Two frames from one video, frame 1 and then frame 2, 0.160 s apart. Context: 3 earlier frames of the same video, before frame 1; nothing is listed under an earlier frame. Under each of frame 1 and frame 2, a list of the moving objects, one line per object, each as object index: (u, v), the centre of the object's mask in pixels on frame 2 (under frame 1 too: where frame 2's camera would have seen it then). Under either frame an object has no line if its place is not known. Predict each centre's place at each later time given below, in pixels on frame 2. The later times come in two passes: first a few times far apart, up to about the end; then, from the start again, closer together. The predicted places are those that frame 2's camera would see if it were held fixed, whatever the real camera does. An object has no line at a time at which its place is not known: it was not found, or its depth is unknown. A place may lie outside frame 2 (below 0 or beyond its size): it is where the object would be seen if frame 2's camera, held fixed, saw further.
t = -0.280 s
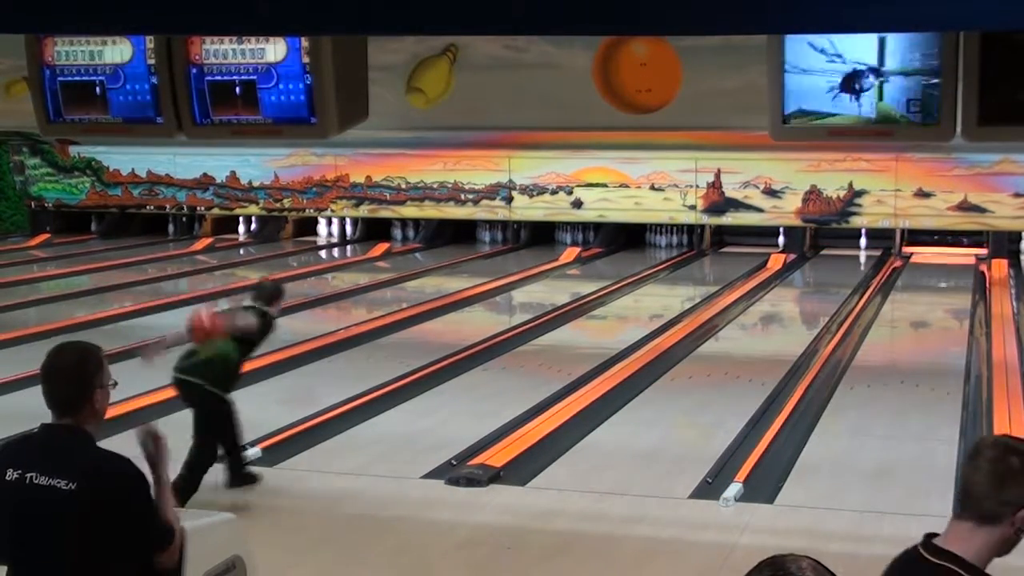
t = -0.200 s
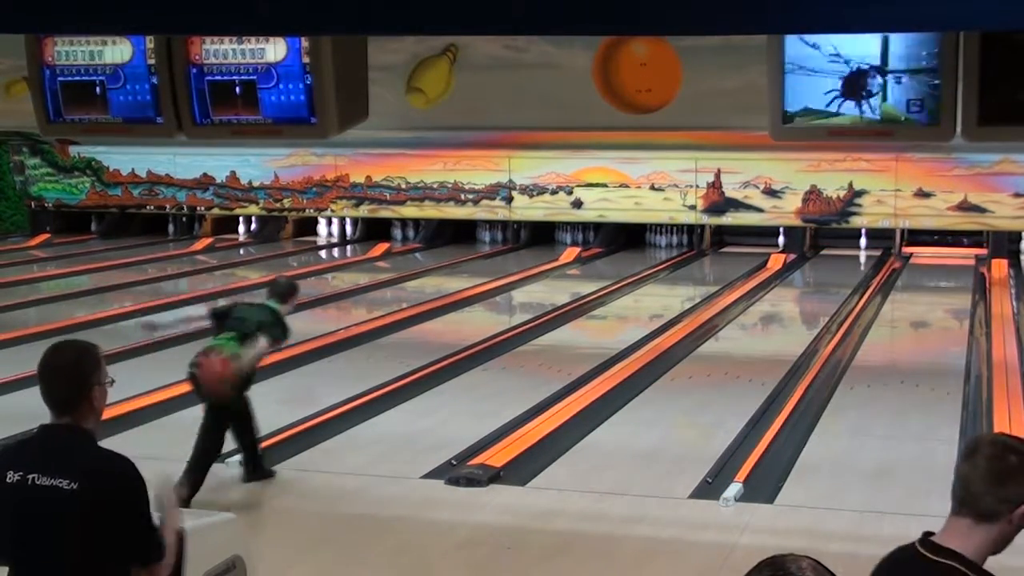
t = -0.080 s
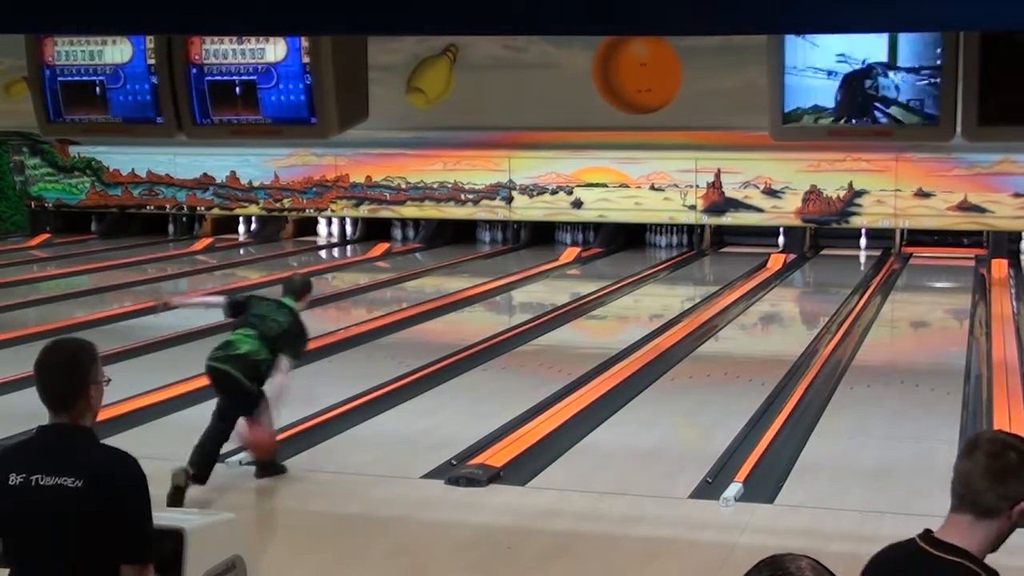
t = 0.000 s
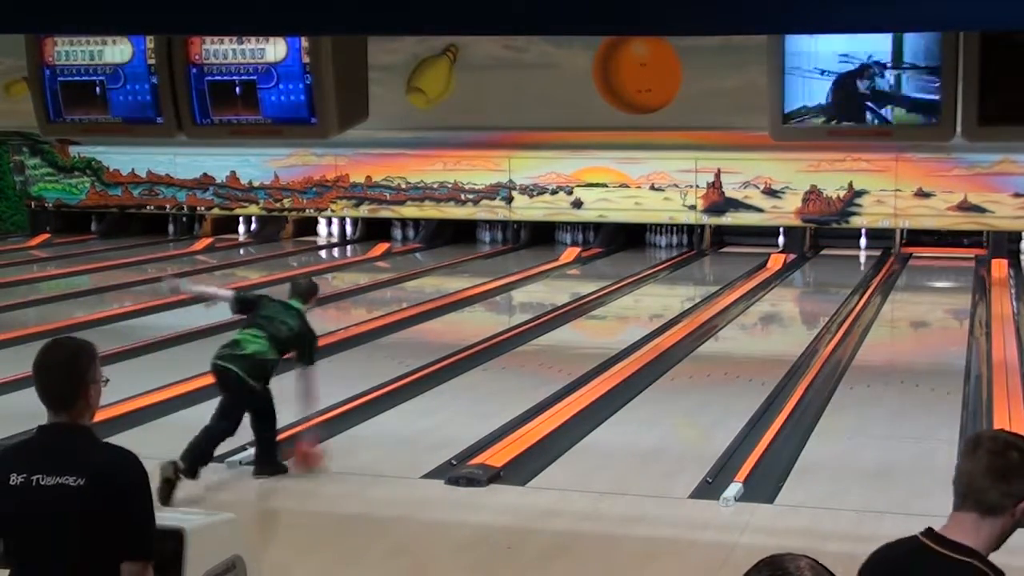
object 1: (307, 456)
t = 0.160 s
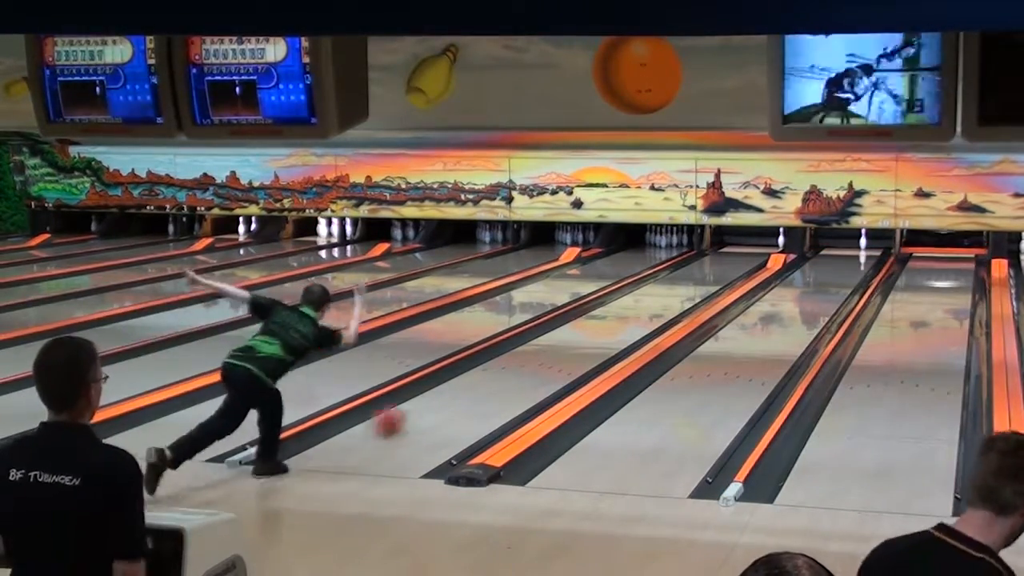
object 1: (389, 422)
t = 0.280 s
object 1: (440, 399)
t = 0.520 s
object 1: (520, 361)
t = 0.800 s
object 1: (592, 330)
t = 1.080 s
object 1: (646, 306)
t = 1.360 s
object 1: (688, 287)
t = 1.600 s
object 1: (717, 273)
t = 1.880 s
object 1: (743, 261)
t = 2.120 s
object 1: (763, 250)
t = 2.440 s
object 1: (782, 241)
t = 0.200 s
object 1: (406, 414)
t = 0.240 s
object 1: (423, 406)
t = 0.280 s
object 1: (440, 399)
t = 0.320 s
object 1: (455, 392)
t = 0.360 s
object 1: (470, 385)
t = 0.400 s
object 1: (484, 378)
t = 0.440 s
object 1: (496, 374)
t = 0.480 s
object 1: (510, 368)
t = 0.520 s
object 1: (520, 361)
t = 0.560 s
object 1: (531, 357)
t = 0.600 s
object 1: (542, 352)
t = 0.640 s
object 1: (553, 348)
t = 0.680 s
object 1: (563, 343)
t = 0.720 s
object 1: (574, 338)
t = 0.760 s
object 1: (583, 334)
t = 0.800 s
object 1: (592, 330)
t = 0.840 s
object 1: (600, 327)
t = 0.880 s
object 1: (609, 323)
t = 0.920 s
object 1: (616, 319)
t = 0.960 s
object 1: (625, 316)
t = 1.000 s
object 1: (631, 312)
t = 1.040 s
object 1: (639, 309)
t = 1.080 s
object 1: (646, 306)
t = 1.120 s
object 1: (652, 303)
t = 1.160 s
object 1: (659, 300)
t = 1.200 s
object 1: (665, 297)
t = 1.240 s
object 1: (671, 295)
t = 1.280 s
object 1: (677, 292)
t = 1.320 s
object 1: (682, 289)
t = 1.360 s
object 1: (688, 287)
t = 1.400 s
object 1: (694, 284)
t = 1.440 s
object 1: (697, 283)
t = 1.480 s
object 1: (703, 281)
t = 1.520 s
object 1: (708, 278)
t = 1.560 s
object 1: (712, 275)
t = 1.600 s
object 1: (717, 273)
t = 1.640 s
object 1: (720, 271)
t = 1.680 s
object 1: (724, 270)
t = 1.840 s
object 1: (739, 262)
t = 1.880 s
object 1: (743, 261)
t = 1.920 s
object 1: (747, 259)
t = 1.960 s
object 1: (750, 258)
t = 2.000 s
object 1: (752, 257)
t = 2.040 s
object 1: (757, 253)
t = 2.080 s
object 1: (760, 251)
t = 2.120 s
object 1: (763, 250)
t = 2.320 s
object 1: (776, 245)
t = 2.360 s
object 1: (778, 244)
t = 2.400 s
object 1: (781, 243)
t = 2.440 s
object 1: (782, 241)
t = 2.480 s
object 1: (782, 240)
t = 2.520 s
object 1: (783, 241)
